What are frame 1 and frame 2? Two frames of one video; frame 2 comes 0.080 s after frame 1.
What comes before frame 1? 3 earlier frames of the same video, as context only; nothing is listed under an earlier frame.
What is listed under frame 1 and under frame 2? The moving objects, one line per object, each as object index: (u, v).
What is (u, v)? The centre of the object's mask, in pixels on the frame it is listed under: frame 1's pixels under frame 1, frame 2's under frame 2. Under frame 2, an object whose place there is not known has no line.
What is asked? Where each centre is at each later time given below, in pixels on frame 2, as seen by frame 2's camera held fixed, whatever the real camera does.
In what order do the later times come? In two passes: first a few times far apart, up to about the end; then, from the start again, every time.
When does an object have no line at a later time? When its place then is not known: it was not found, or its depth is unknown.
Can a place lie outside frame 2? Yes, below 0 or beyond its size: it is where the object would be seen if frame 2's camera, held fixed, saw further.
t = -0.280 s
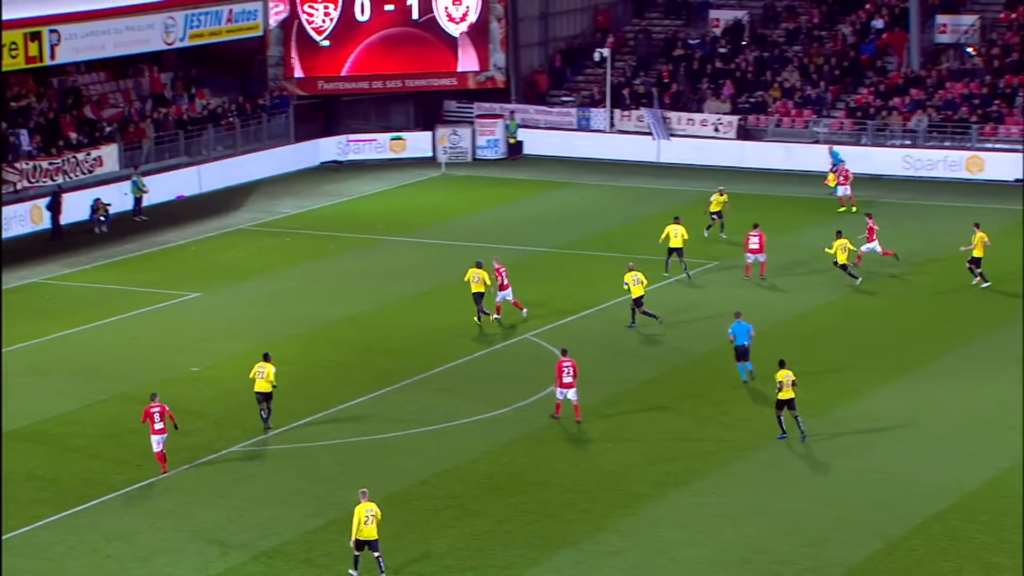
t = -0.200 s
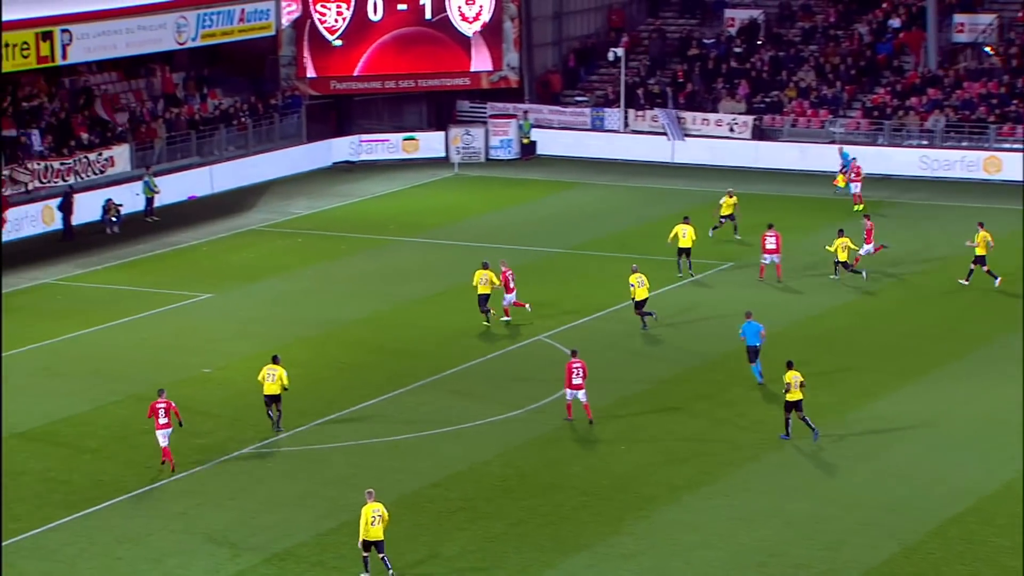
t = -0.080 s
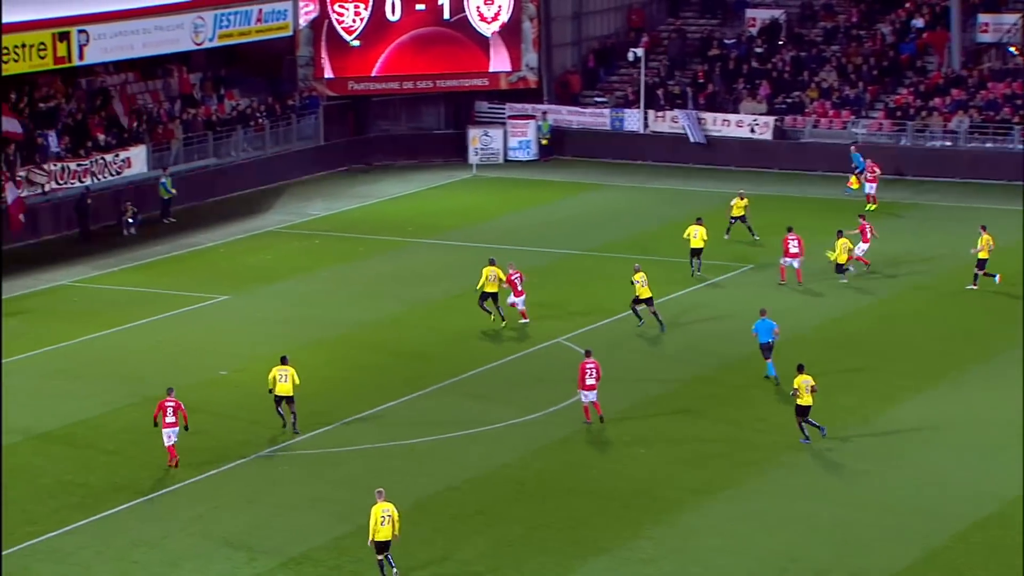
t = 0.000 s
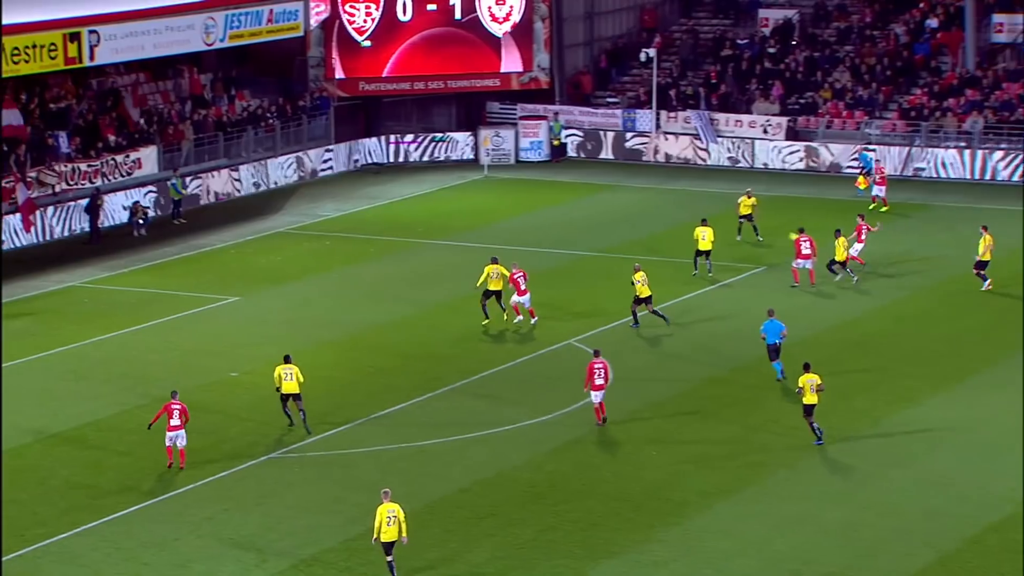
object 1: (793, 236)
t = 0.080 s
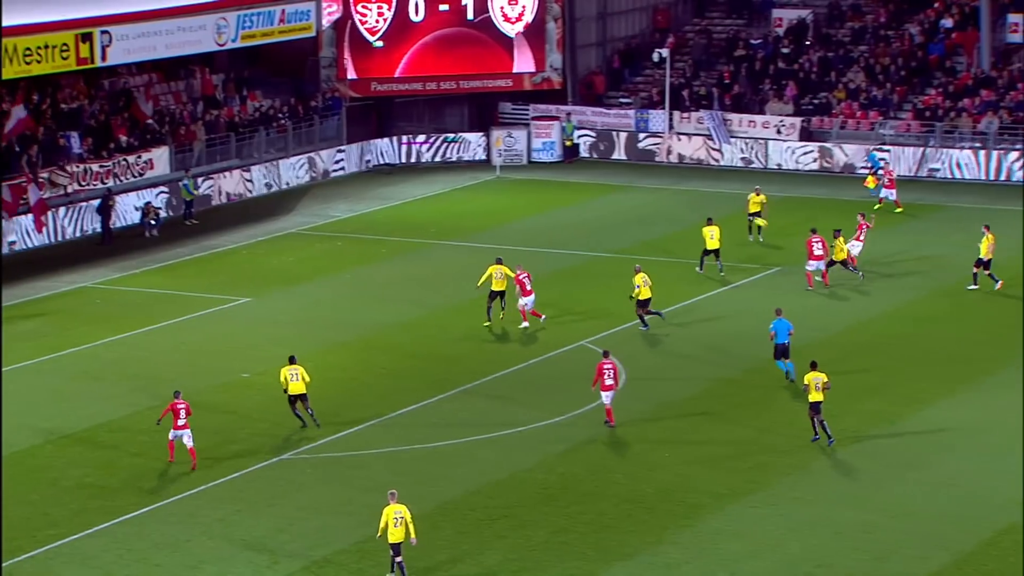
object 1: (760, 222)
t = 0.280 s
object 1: (645, 192)
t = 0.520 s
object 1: (515, 176)
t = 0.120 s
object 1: (737, 215)
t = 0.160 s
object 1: (713, 208)
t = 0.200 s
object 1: (689, 202)
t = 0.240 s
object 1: (667, 196)
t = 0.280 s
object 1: (645, 192)
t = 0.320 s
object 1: (622, 188)
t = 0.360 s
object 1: (600, 184)
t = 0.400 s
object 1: (578, 182)
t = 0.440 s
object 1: (557, 180)
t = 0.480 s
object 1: (536, 178)
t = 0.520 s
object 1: (515, 176)
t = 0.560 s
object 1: (494, 175)
